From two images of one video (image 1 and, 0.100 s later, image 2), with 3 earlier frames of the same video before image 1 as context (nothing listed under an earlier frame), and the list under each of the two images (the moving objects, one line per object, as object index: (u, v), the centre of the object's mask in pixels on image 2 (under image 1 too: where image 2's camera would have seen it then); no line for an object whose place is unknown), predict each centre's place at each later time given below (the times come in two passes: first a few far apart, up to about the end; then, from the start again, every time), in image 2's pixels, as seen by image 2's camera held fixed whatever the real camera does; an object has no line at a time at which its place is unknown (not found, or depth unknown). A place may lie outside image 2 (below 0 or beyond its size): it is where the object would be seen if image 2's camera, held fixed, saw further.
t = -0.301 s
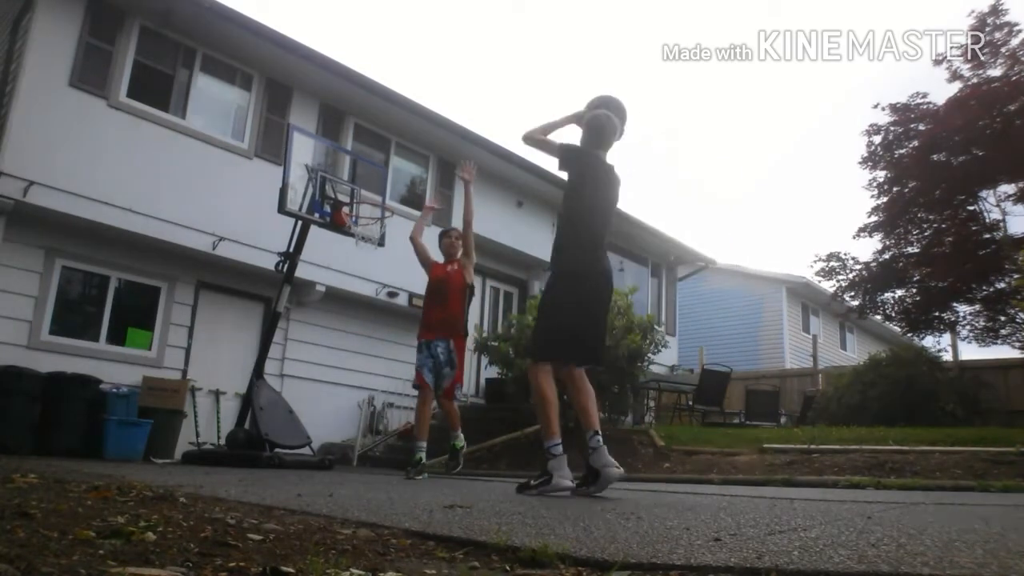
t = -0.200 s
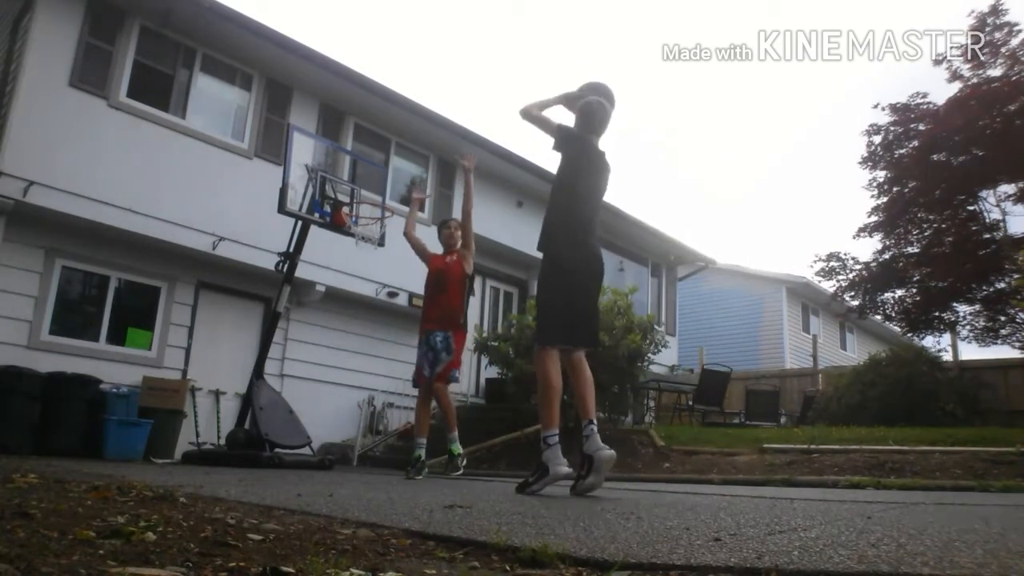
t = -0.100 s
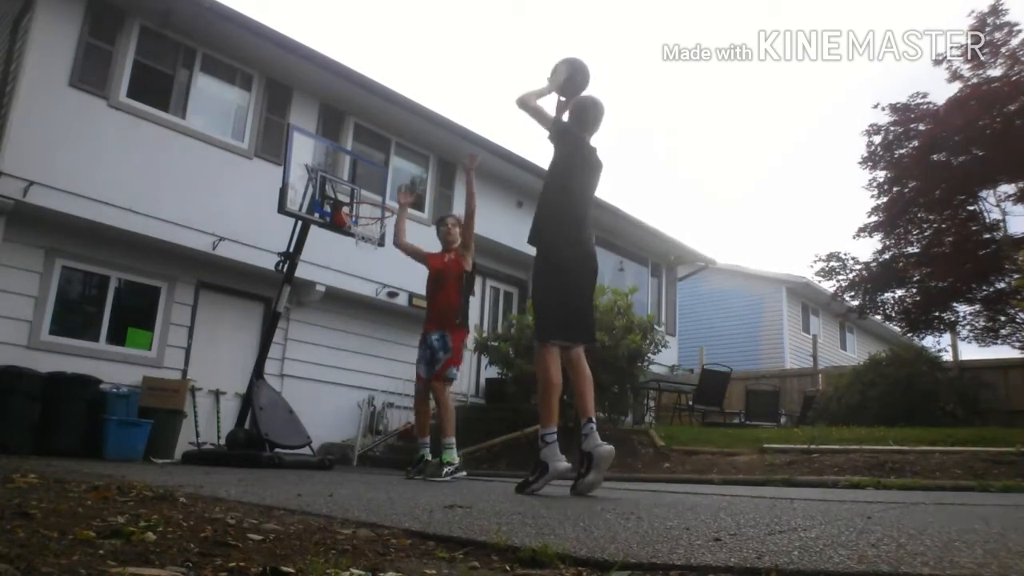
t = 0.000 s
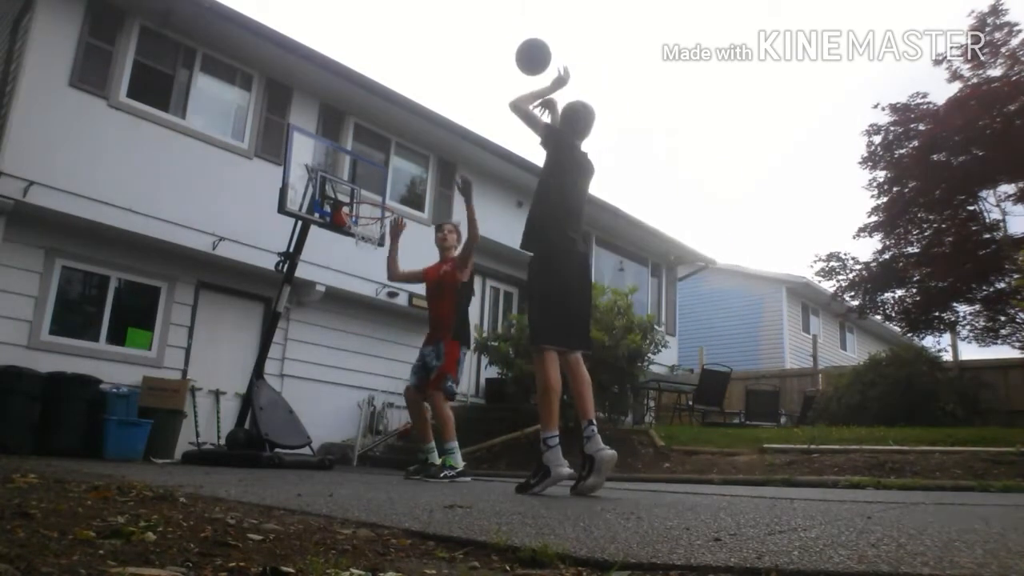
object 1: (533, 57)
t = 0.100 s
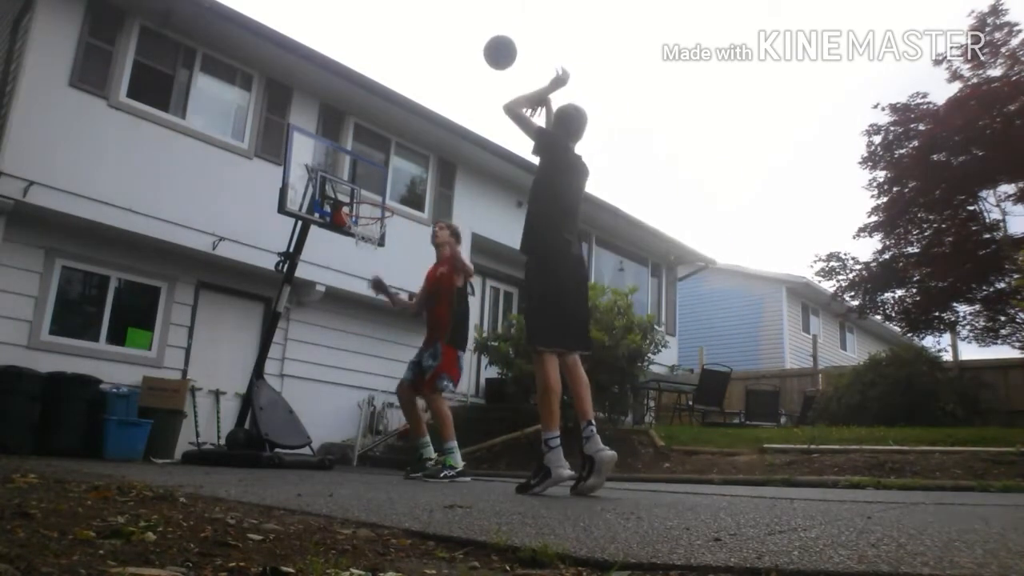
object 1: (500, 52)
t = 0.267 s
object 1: (452, 73)
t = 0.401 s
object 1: (419, 111)
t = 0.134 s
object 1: (490, 54)
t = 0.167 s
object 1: (480, 57)
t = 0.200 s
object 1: (470, 61)
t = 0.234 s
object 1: (461, 67)
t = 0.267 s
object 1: (452, 73)
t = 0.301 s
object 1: (444, 81)
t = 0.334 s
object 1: (435, 90)
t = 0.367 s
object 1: (426, 101)
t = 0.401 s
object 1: (419, 111)
